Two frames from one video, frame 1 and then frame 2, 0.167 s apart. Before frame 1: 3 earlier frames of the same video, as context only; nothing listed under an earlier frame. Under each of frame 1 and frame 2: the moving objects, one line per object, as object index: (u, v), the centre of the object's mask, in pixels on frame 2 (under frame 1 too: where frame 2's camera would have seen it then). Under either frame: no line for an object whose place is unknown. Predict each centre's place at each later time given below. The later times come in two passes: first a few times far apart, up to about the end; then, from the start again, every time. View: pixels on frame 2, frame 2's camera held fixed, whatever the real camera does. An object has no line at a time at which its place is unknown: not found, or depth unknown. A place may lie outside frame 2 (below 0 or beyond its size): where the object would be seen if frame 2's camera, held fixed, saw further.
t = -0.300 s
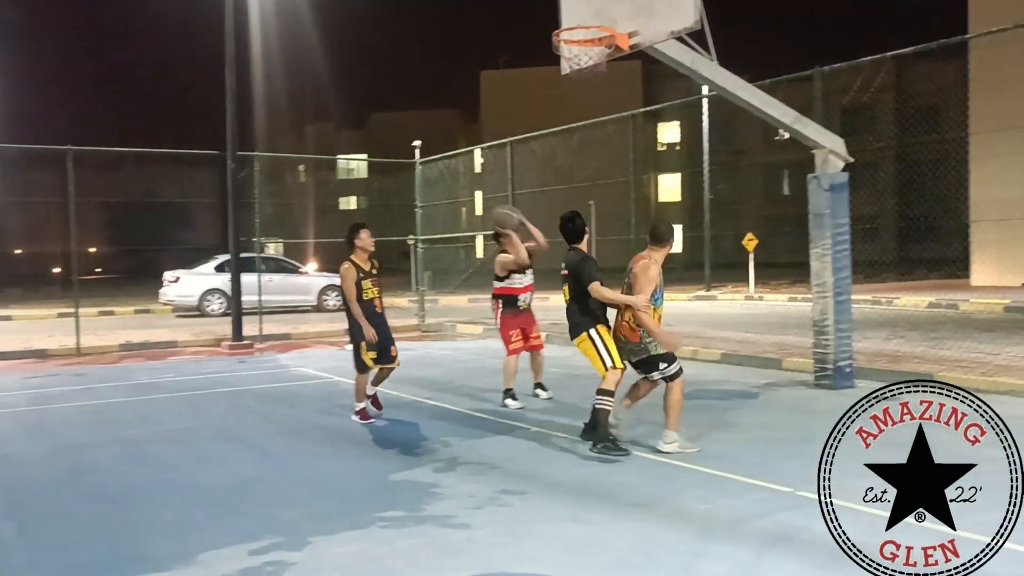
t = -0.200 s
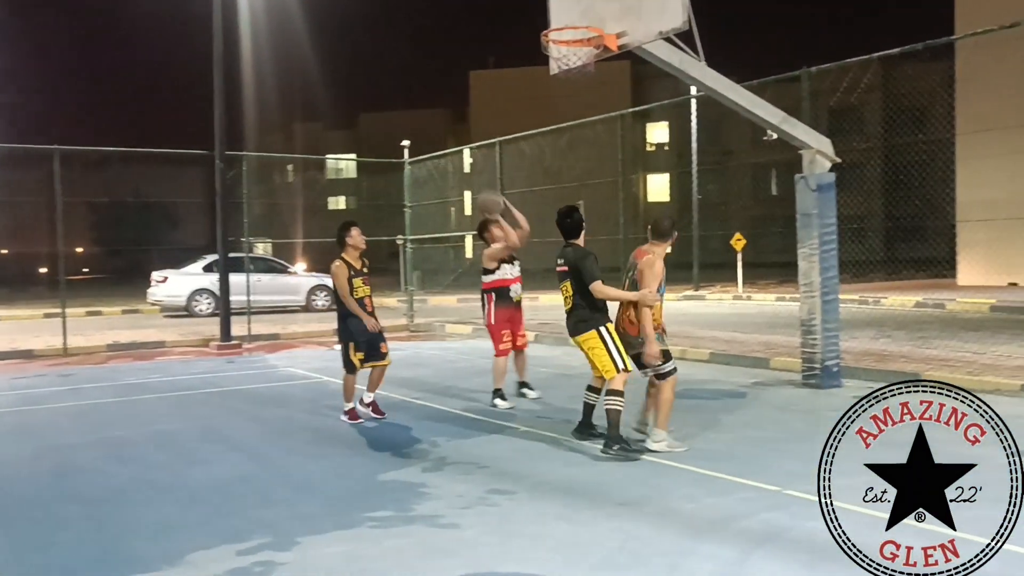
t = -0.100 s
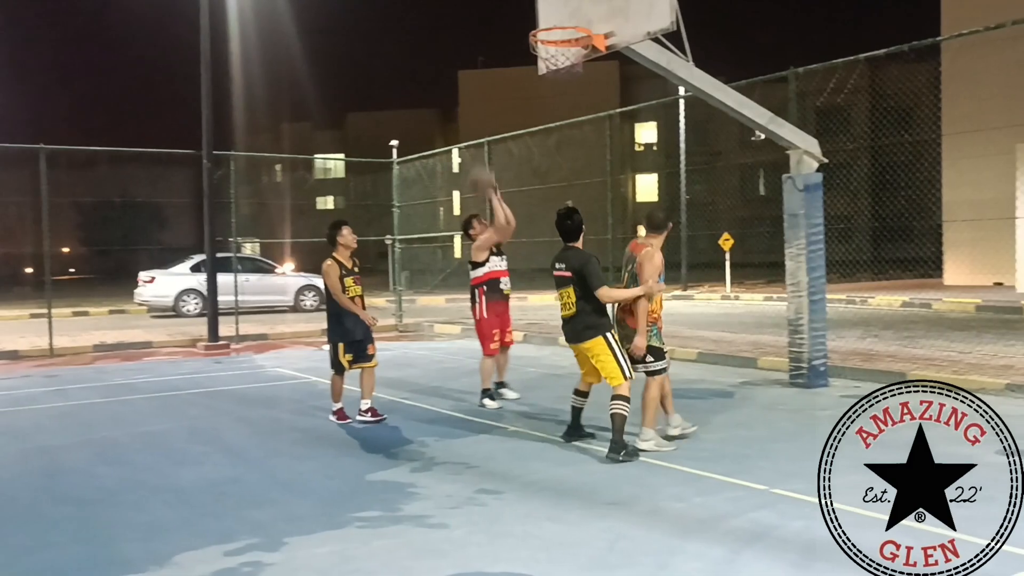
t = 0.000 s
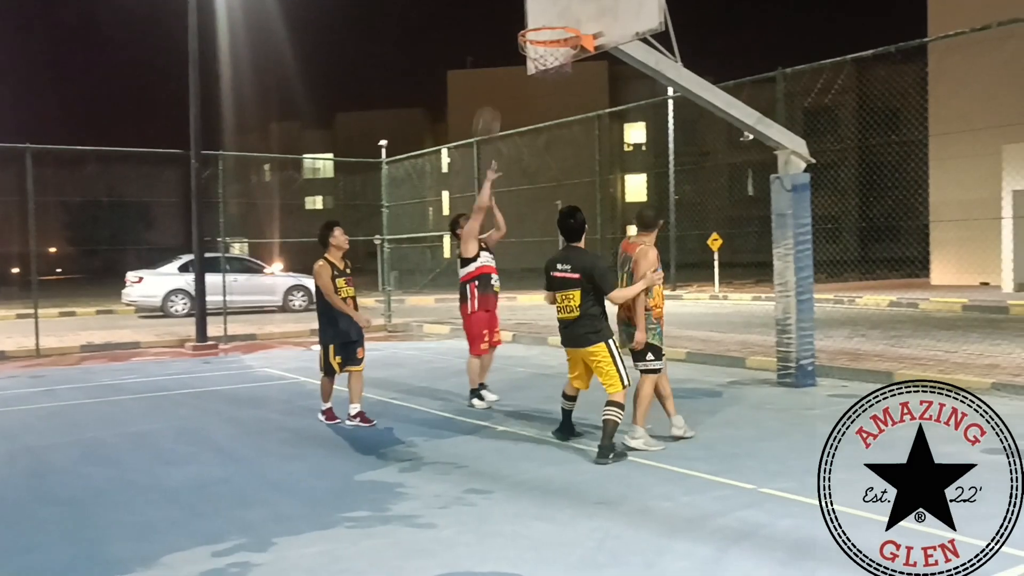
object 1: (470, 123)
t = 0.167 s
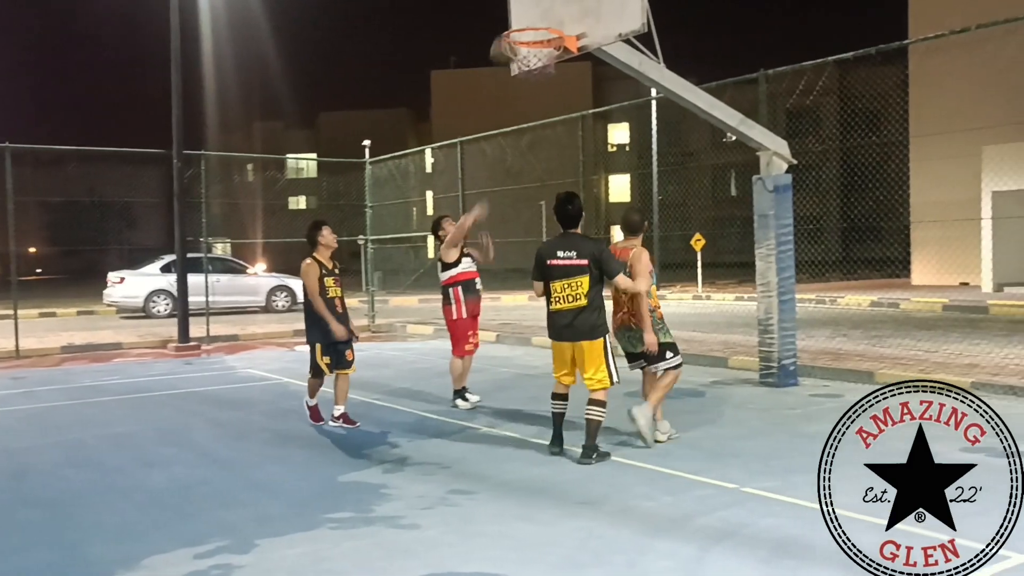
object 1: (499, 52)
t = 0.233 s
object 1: (519, 28)
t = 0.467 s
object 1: (531, 12)
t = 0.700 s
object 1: (526, 59)
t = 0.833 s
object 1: (525, 92)
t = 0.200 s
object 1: (511, 34)
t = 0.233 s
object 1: (519, 28)
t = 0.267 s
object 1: (526, 18)
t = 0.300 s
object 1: (534, 13)
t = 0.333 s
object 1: (535, 12)
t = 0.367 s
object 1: (533, 10)
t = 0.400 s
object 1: (532, 10)
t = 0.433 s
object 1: (532, 11)
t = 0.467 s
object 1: (531, 12)
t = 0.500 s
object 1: (530, 15)
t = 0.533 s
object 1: (529, 18)
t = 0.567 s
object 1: (529, 28)
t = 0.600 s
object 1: (529, 35)
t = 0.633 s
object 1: (527, 47)
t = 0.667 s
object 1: (527, 56)
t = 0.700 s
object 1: (526, 59)
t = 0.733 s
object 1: (527, 65)
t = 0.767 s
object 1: (528, 72)
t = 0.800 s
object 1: (527, 83)
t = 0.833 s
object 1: (525, 92)
